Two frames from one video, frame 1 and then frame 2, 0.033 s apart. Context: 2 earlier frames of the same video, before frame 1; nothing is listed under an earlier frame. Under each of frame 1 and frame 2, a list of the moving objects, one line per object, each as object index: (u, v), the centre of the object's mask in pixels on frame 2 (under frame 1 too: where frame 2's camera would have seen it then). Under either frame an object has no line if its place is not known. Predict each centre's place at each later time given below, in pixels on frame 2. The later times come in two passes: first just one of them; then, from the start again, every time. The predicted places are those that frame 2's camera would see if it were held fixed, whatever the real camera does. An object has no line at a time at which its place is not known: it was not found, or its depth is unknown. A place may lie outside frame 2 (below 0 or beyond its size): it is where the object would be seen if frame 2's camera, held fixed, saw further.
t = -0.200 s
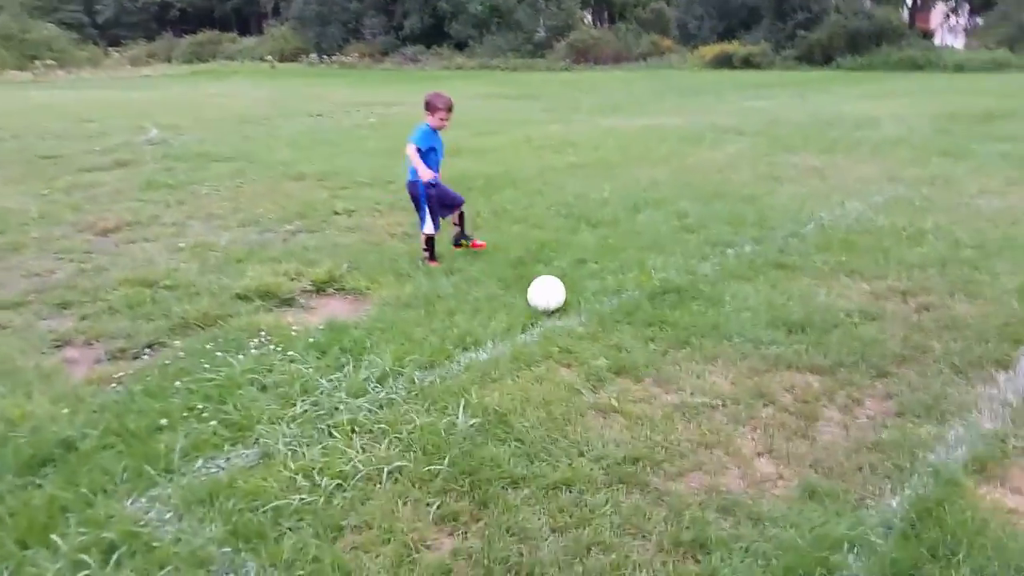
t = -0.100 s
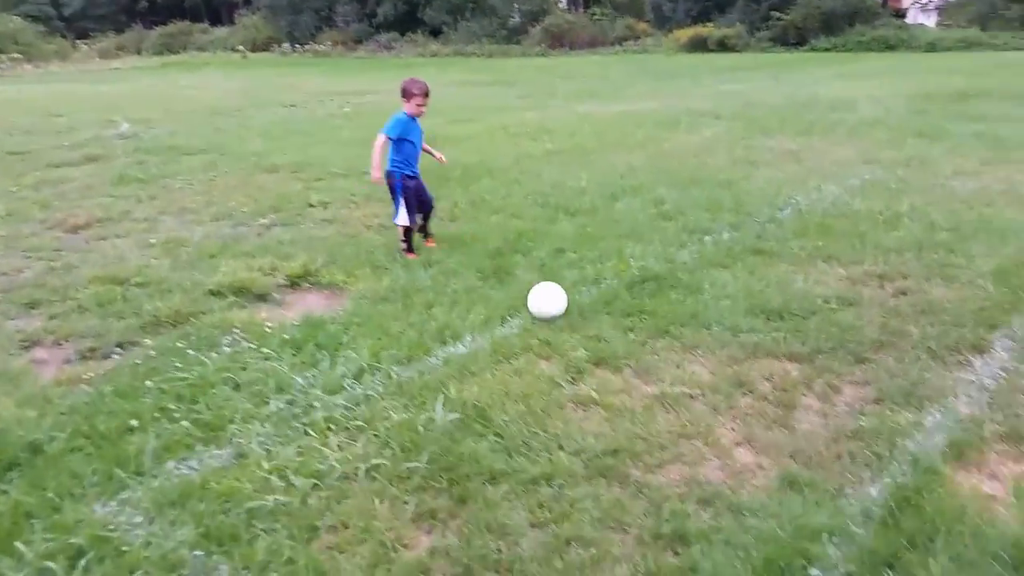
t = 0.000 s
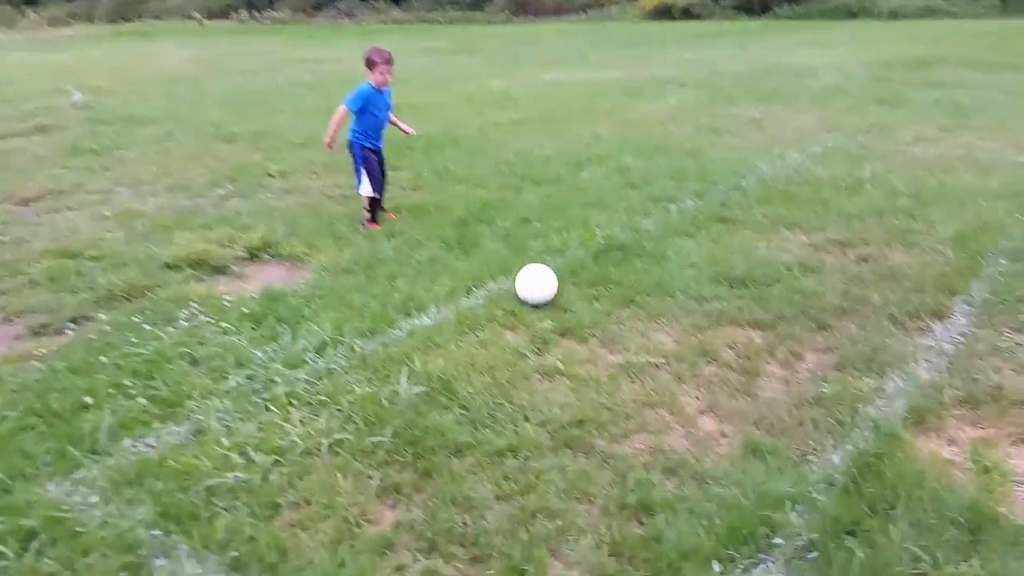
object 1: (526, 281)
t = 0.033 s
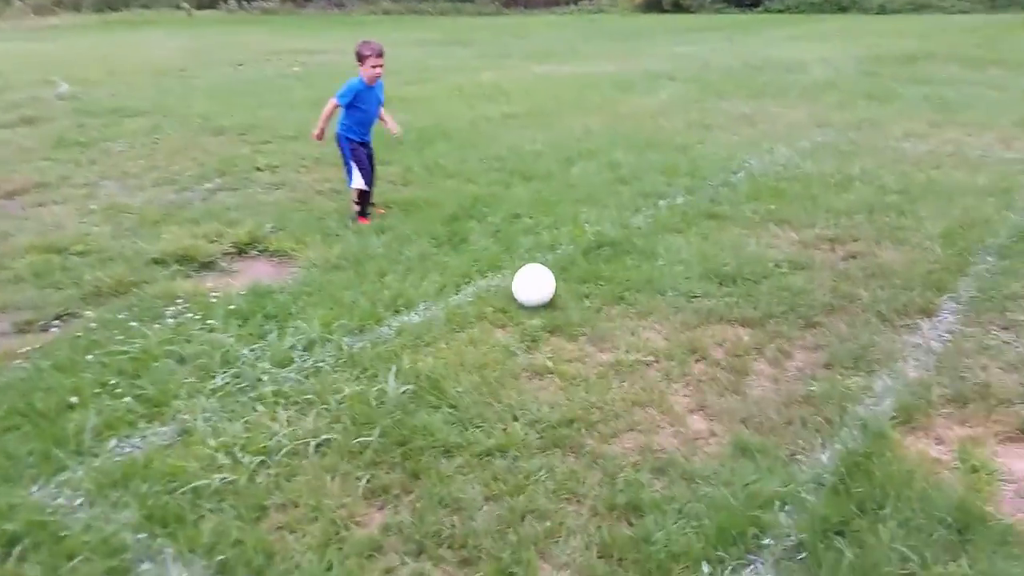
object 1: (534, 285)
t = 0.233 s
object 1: (589, 316)
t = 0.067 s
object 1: (542, 291)
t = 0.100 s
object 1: (550, 299)
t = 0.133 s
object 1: (560, 305)
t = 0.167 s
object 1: (570, 307)
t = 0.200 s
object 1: (579, 311)
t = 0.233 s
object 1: (589, 316)
